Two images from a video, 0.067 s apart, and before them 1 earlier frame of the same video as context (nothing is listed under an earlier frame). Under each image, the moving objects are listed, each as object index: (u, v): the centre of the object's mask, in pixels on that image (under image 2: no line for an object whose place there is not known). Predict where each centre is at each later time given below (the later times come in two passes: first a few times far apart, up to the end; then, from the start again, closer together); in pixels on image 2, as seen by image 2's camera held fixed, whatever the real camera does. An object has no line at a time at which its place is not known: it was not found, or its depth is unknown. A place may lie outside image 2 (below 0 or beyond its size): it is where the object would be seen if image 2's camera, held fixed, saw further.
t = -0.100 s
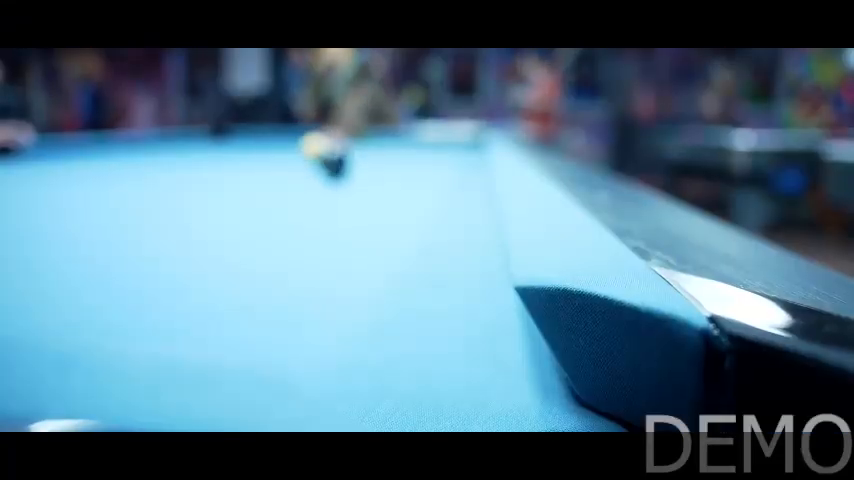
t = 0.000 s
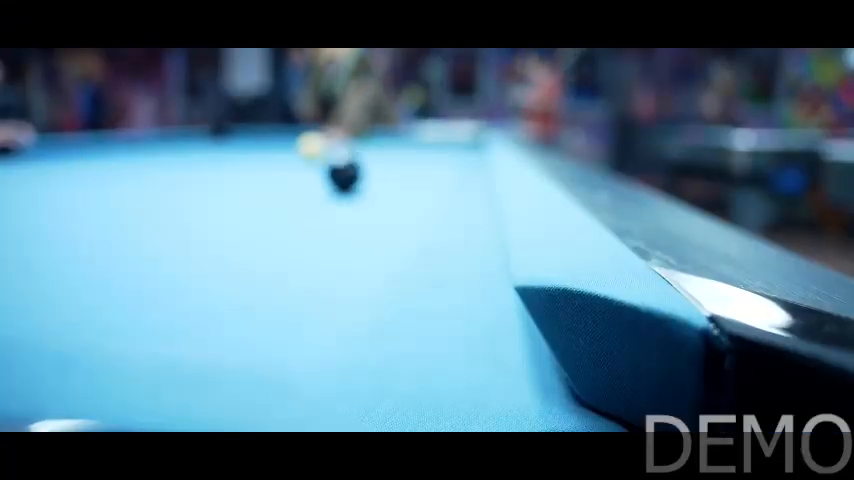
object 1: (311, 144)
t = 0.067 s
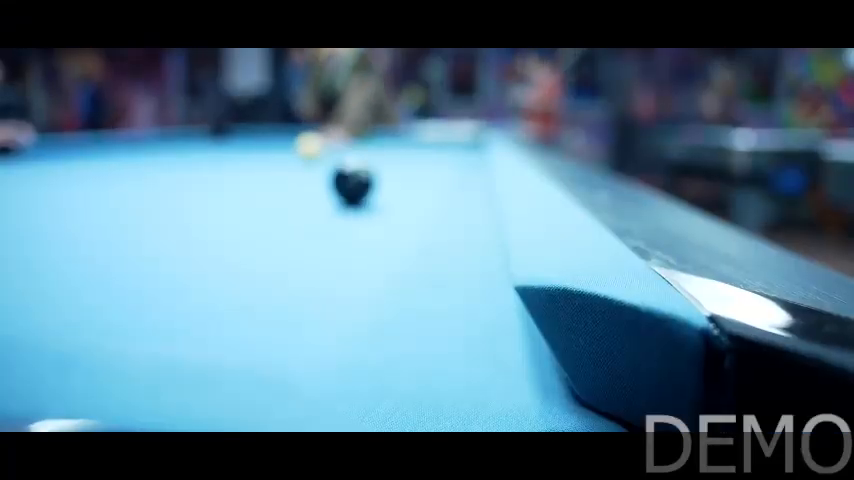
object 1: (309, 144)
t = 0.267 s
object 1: (304, 144)
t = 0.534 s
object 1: (298, 143)
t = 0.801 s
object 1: (294, 142)
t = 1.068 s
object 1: (290, 142)
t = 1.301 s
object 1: (288, 142)
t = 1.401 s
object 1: (287, 142)
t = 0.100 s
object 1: (308, 144)
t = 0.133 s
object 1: (307, 144)
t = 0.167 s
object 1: (306, 144)
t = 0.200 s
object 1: (306, 143)
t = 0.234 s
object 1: (305, 144)
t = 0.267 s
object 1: (304, 144)
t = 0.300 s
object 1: (303, 144)
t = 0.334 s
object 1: (302, 144)
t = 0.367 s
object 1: (301, 143)
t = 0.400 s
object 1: (300, 143)
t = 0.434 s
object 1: (300, 143)
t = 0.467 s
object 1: (299, 143)
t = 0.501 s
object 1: (299, 143)
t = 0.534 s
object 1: (298, 143)
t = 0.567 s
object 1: (298, 143)
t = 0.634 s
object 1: (296, 143)
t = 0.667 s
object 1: (296, 143)
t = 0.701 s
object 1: (295, 143)
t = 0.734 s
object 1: (295, 142)
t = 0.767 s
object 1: (294, 142)
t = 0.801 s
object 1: (294, 142)
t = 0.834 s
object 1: (293, 142)
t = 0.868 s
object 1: (293, 142)
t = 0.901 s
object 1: (293, 142)
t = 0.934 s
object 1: (292, 142)
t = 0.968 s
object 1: (292, 142)
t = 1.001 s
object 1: (291, 142)
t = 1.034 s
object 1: (291, 142)
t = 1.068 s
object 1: (290, 142)
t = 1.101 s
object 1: (290, 142)
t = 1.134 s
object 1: (290, 142)
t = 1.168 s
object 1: (289, 142)
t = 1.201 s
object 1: (289, 142)
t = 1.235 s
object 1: (289, 142)
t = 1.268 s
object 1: (288, 142)
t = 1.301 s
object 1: (288, 142)
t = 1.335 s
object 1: (287, 142)
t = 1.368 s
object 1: (287, 142)
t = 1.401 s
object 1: (287, 142)
